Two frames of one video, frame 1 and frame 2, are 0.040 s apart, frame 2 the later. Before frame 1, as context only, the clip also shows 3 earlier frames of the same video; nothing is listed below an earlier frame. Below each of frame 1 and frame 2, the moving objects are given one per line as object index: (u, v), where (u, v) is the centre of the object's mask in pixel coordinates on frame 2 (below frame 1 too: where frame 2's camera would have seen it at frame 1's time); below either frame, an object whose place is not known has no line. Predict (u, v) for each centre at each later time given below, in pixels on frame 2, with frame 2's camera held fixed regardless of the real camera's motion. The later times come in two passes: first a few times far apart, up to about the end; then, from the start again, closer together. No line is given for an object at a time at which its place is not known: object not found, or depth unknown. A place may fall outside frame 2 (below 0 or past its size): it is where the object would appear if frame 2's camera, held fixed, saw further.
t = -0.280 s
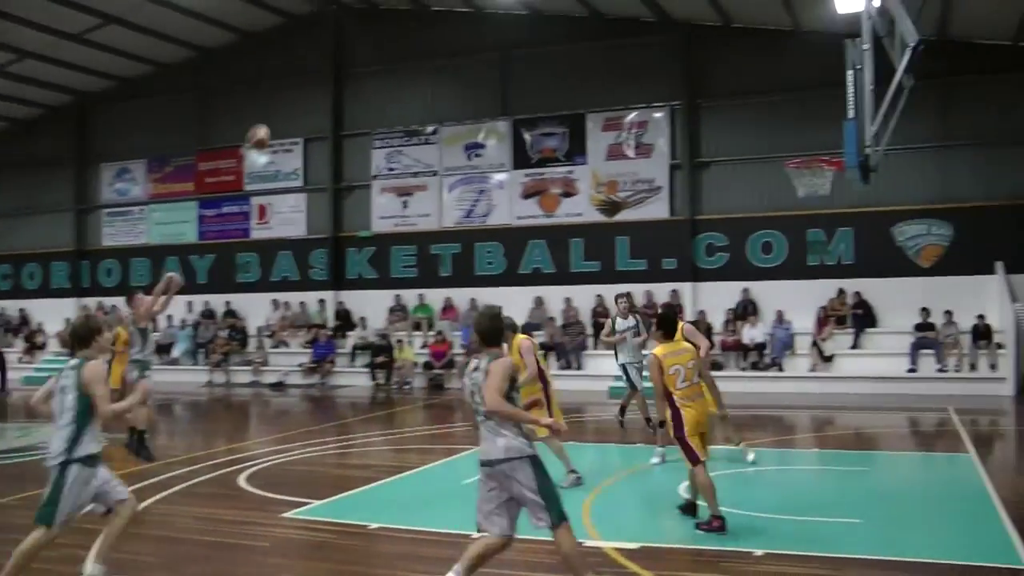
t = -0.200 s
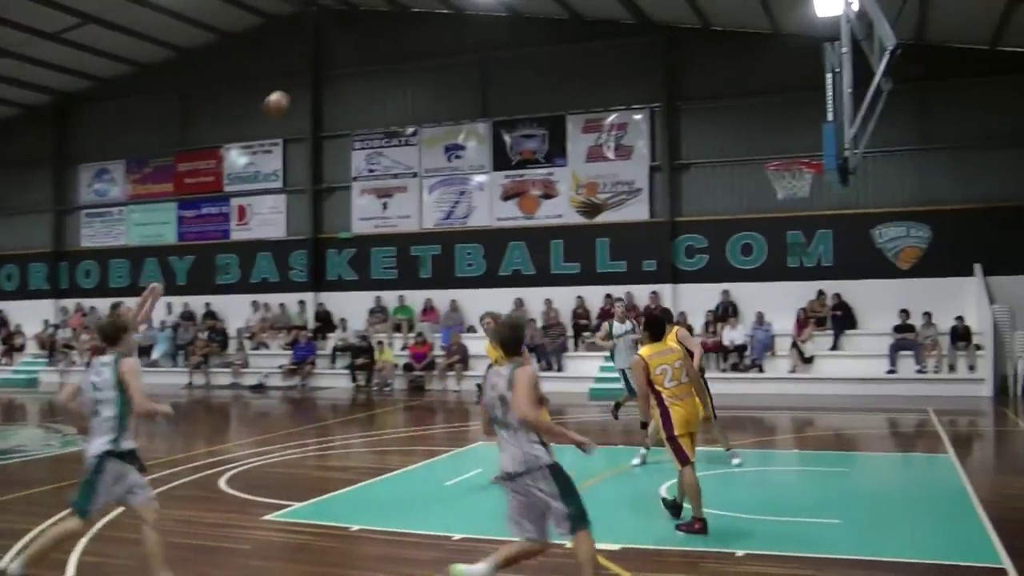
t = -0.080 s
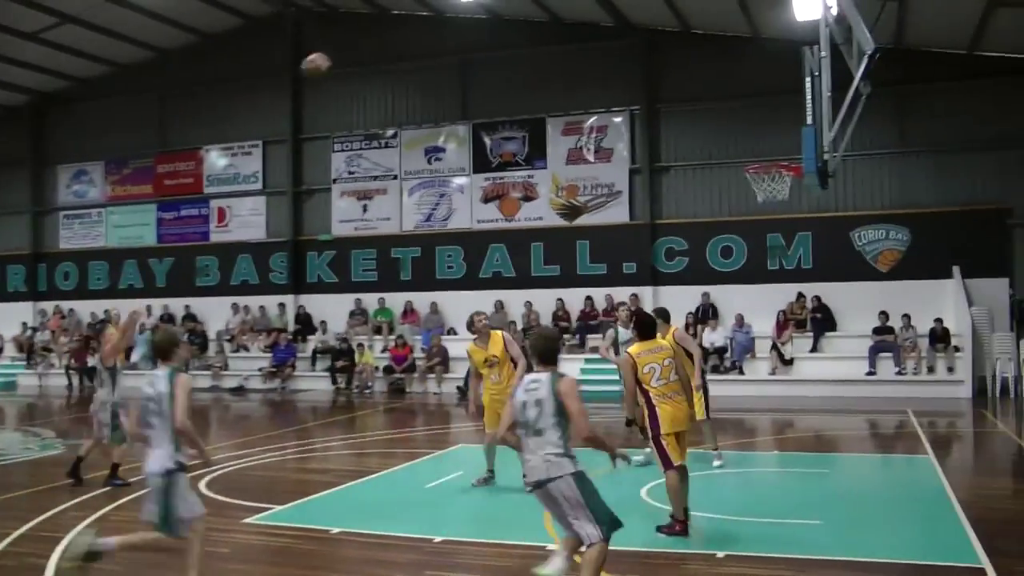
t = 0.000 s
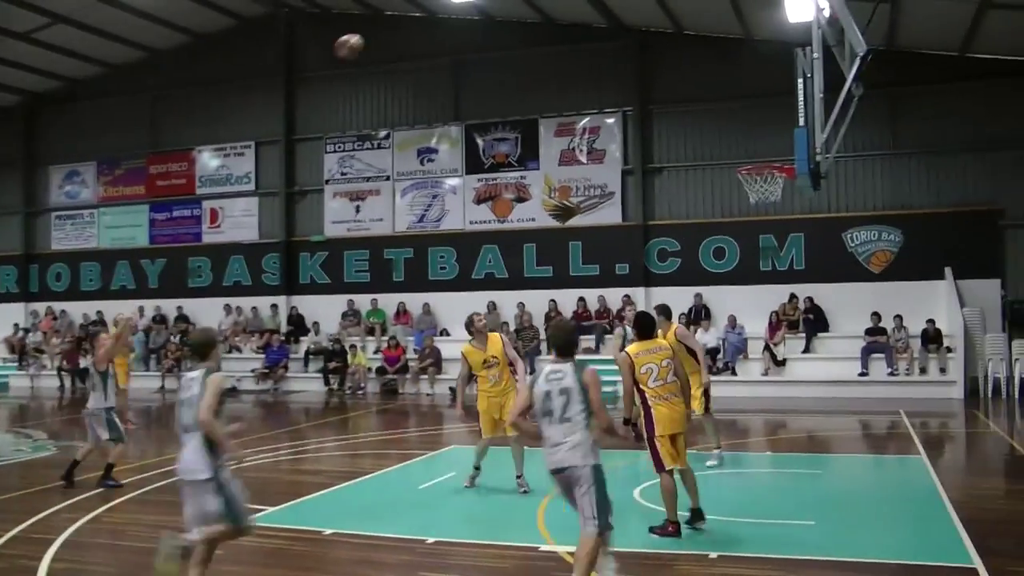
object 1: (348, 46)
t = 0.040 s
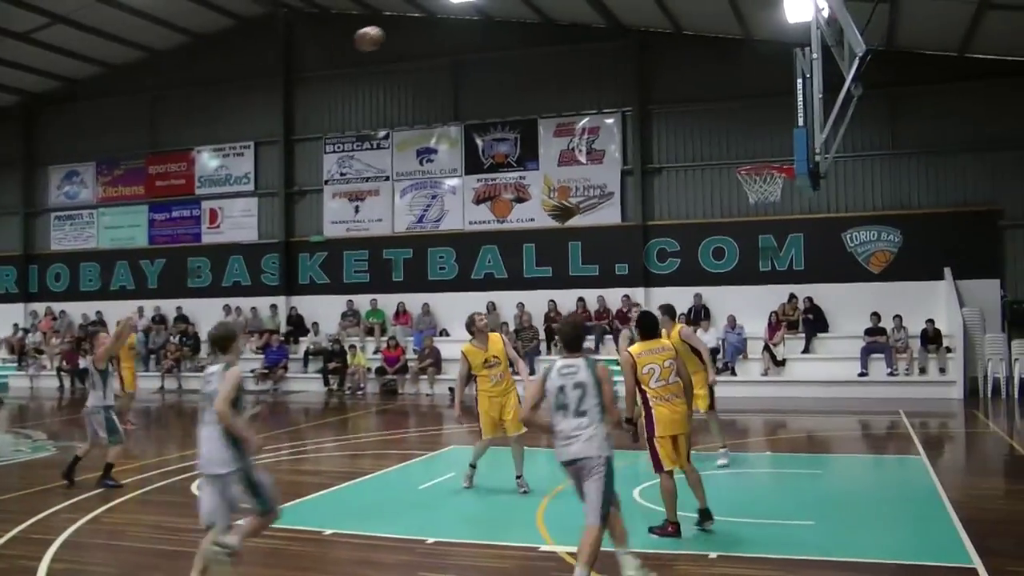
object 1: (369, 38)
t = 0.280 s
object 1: (495, 21)
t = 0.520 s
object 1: (627, 63)
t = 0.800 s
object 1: (775, 180)
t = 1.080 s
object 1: (789, 281)
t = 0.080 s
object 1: (390, 32)
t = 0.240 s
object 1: (474, 20)
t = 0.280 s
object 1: (495, 21)
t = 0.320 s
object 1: (517, 25)
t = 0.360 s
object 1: (539, 29)
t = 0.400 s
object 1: (560, 34)
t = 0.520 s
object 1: (627, 63)
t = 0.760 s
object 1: (762, 158)
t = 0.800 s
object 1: (775, 180)
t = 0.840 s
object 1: (779, 193)
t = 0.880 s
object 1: (781, 202)
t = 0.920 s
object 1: (781, 215)
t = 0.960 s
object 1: (783, 229)
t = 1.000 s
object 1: (785, 244)
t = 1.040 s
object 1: (787, 261)
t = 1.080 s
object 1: (789, 281)
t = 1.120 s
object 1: (792, 302)
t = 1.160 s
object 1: (793, 319)
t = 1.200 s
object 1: (799, 344)
